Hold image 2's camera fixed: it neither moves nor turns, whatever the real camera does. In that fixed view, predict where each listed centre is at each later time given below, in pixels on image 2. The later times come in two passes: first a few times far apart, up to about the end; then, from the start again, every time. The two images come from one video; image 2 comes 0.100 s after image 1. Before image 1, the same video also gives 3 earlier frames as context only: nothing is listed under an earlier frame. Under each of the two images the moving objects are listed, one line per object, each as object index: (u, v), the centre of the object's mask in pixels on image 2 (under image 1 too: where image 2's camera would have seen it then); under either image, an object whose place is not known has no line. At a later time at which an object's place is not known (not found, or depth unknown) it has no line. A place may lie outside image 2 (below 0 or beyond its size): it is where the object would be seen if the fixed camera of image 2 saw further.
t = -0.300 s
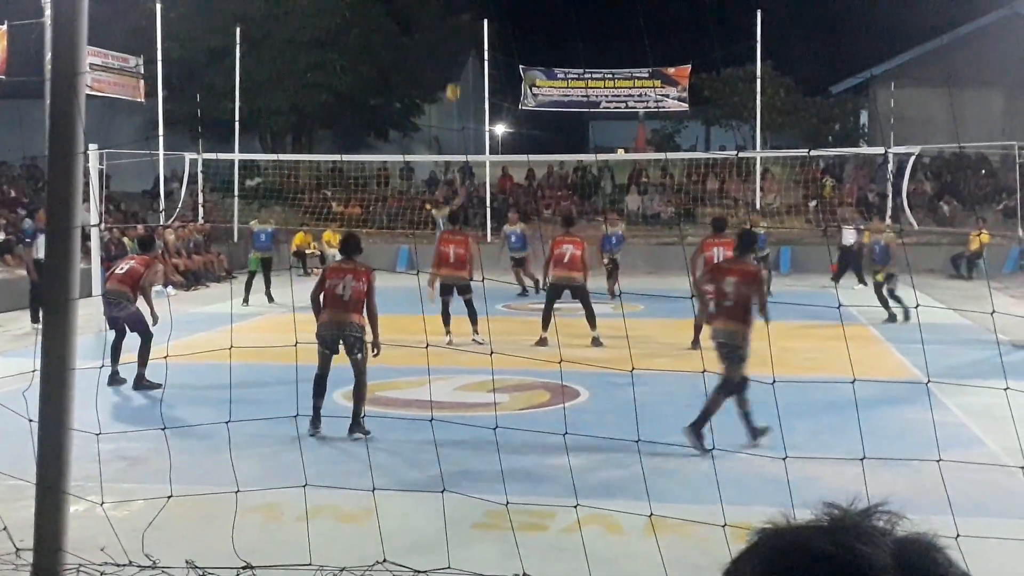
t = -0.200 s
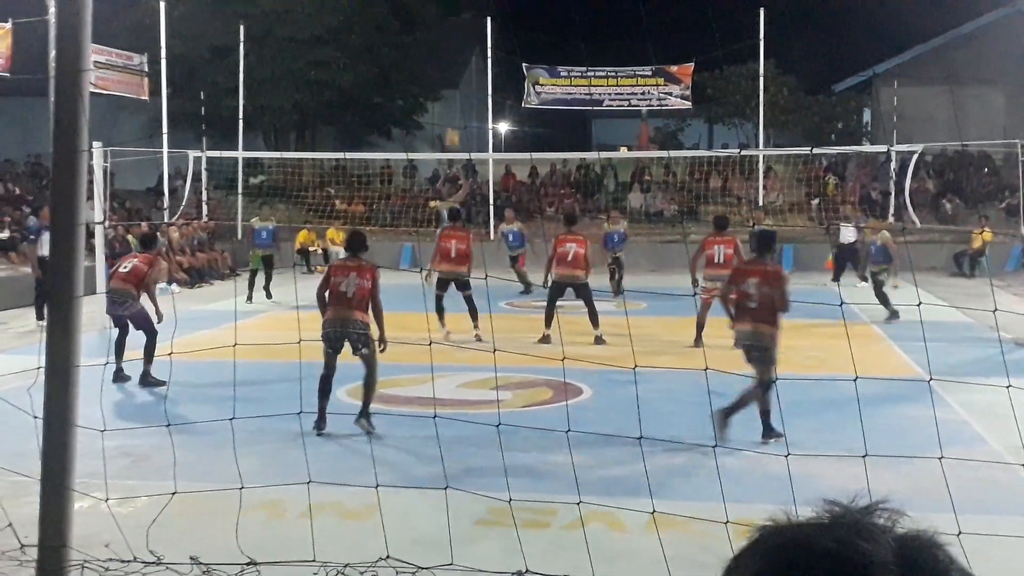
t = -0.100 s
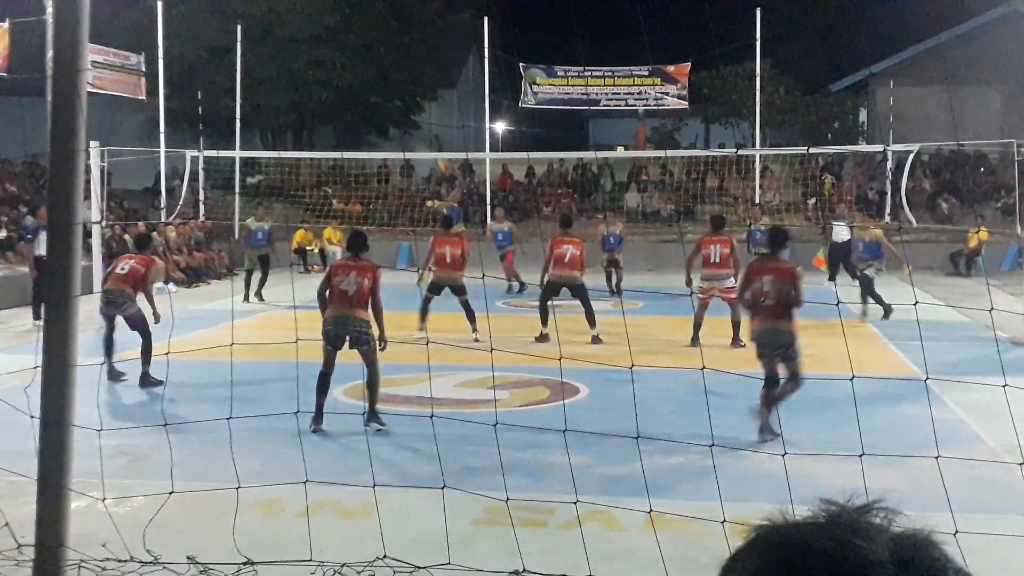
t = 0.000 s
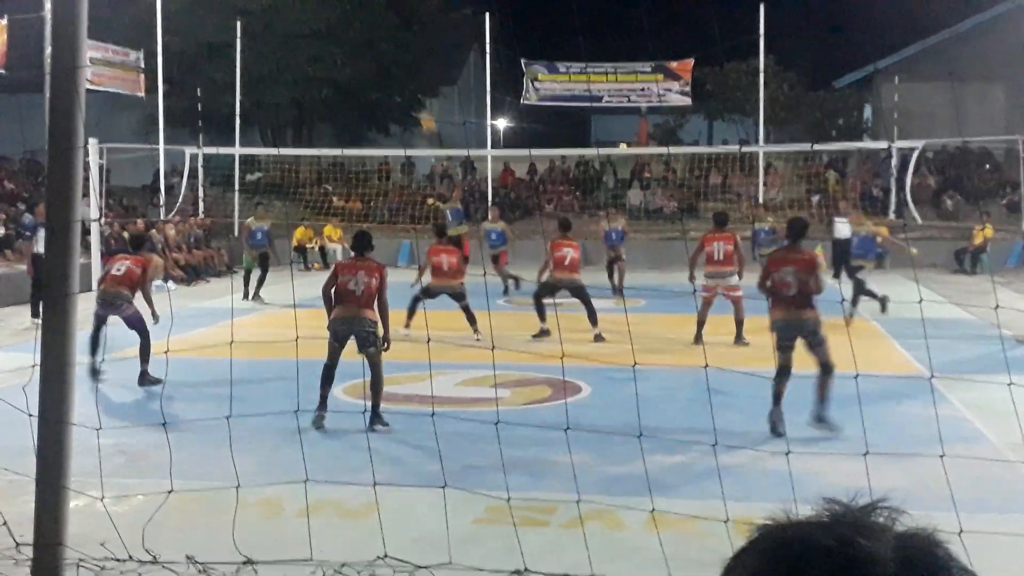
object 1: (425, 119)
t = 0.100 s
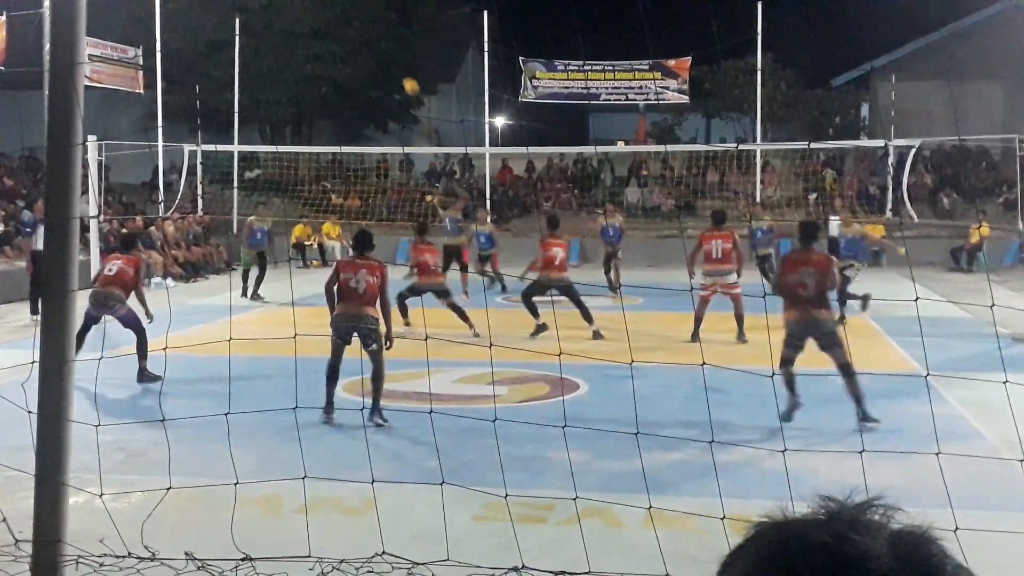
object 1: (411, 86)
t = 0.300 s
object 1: (379, 38)
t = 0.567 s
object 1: (336, 13)
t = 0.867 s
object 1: (287, 46)
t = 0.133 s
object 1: (405, 76)
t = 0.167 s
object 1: (400, 67)
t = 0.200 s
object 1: (395, 59)
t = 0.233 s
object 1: (390, 51)
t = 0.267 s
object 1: (384, 44)
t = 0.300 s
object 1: (379, 38)
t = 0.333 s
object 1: (374, 32)
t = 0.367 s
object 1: (368, 27)
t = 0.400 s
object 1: (363, 23)
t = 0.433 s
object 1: (357, 19)
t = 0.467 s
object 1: (352, 17)
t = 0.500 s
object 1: (347, 15)
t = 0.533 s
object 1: (342, 14)
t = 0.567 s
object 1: (336, 13)
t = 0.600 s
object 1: (331, 13)
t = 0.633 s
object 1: (325, 15)
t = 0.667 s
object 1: (319, 17)
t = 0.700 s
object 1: (314, 20)
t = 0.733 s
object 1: (308, 24)
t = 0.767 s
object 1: (303, 28)
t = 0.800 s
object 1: (298, 33)
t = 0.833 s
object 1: (293, 40)
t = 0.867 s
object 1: (287, 46)
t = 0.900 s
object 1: (282, 53)
